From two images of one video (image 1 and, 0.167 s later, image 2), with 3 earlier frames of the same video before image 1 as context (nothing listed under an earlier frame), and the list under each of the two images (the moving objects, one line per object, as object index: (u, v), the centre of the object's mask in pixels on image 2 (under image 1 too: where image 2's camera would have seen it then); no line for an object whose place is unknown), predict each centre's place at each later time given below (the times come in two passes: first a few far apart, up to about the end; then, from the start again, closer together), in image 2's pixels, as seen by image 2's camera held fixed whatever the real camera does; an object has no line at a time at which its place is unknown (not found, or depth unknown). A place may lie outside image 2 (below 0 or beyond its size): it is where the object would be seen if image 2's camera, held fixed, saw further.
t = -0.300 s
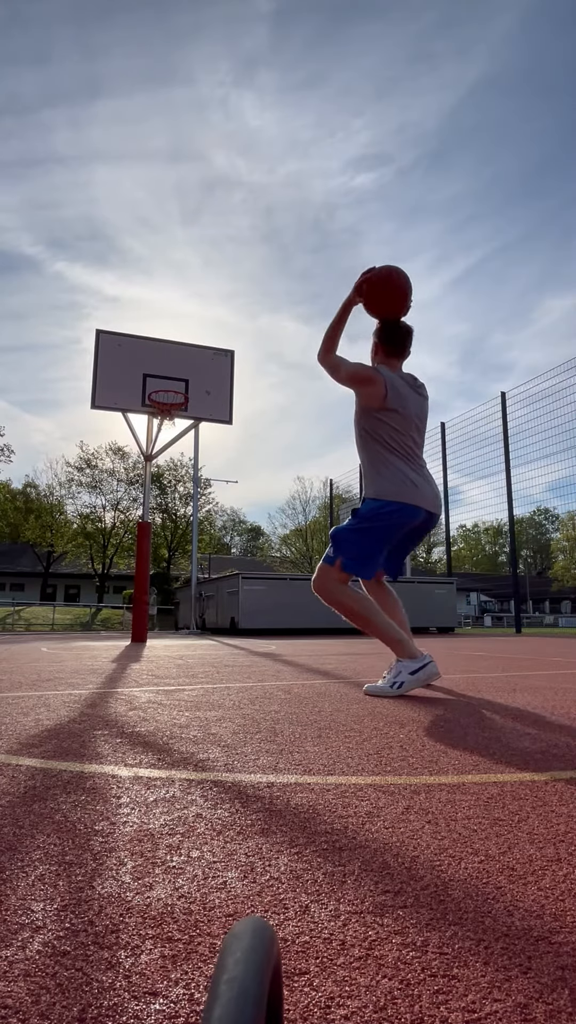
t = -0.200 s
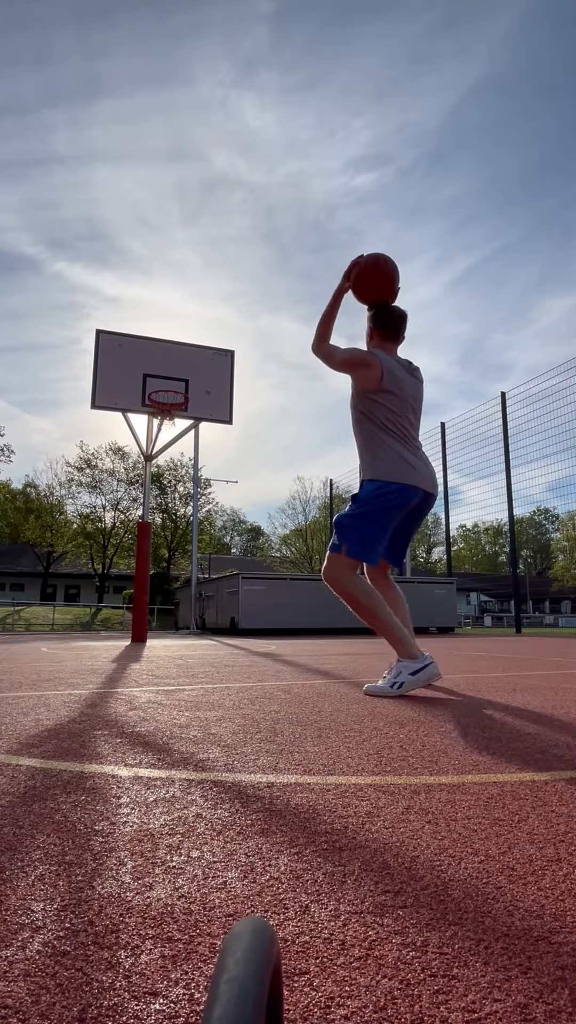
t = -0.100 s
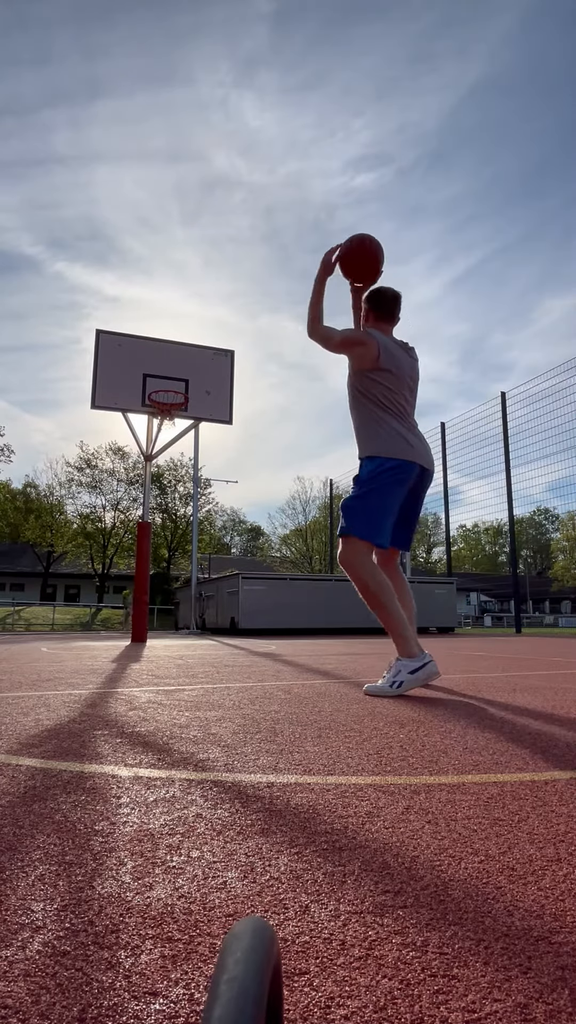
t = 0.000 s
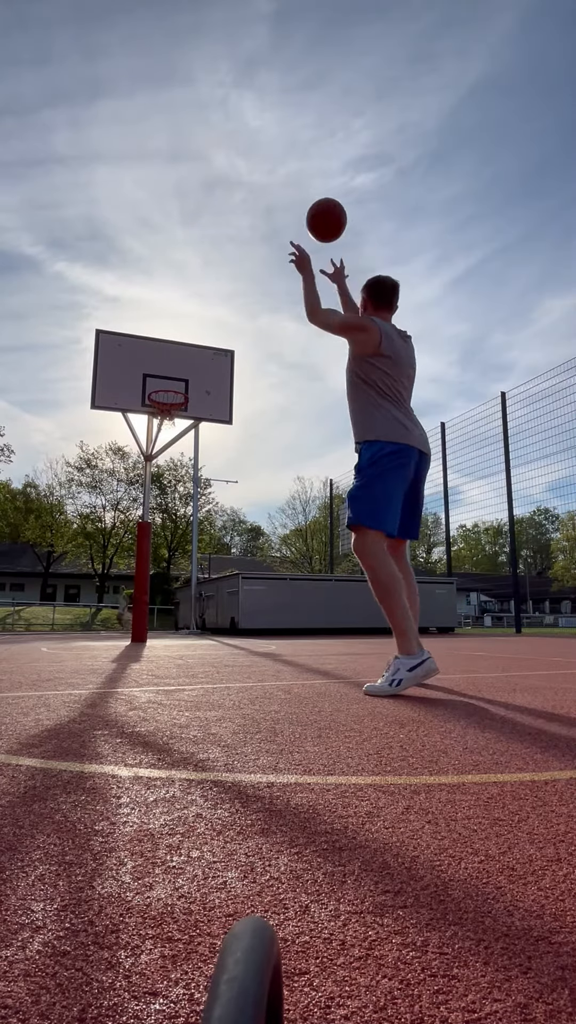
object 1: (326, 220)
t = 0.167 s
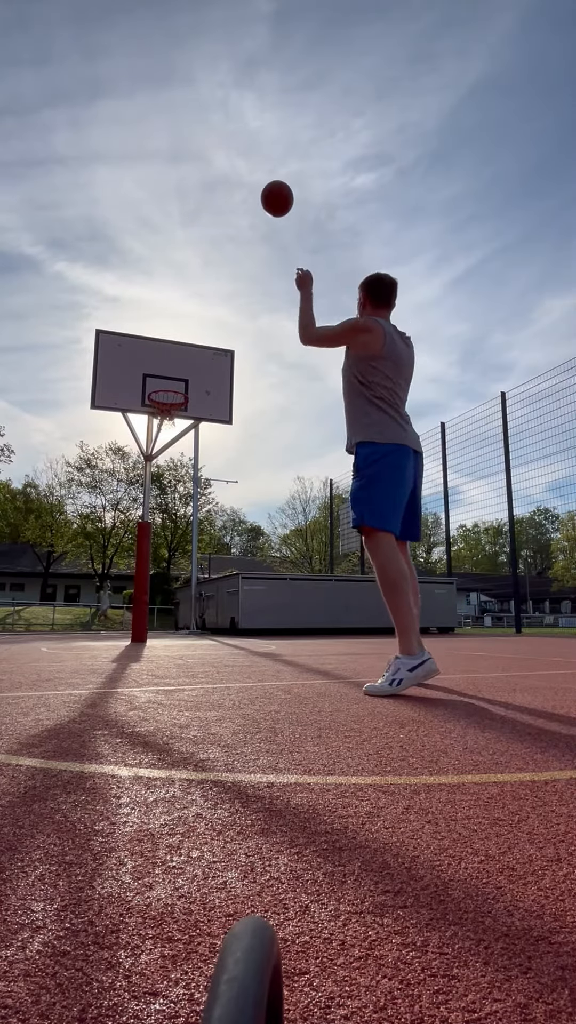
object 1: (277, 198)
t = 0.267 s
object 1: (256, 203)
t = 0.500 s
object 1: (217, 246)
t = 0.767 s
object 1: (185, 331)
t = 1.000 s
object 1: (163, 418)
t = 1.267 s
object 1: (164, 430)
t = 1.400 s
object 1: (163, 455)
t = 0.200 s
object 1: (269, 199)
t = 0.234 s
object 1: (262, 201)
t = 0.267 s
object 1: (256, 203)
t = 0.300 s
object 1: (249, 207)
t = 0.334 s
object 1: (243, 212)
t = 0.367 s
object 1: (237, 217)
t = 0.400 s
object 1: (232, 224)
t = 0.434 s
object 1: (227, 230)
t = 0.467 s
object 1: (222, 238)
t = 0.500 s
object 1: (217, 246)
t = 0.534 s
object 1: (213, 255)
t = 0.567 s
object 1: (208, 264)
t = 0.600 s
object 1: (204, 274)
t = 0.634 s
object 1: (200, 285)
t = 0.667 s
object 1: (196, 295)
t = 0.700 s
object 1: (193, 307)
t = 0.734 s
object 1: (189, 319)
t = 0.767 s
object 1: (185, 331)
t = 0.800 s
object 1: (181, 344)
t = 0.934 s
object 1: (167, 399)
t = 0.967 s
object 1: (167, 411)
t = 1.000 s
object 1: (163, 418)
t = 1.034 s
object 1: (163, 418)
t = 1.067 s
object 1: (164, 418)
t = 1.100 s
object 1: (164, 417)
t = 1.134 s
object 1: (164, 418)
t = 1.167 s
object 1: (164, 419)
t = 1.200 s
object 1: (164, 421)
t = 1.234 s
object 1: (164, 424)
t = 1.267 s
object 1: (164, 430)
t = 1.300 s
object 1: (163, 435)
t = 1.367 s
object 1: (163, 447)
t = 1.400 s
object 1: (163, 455)
